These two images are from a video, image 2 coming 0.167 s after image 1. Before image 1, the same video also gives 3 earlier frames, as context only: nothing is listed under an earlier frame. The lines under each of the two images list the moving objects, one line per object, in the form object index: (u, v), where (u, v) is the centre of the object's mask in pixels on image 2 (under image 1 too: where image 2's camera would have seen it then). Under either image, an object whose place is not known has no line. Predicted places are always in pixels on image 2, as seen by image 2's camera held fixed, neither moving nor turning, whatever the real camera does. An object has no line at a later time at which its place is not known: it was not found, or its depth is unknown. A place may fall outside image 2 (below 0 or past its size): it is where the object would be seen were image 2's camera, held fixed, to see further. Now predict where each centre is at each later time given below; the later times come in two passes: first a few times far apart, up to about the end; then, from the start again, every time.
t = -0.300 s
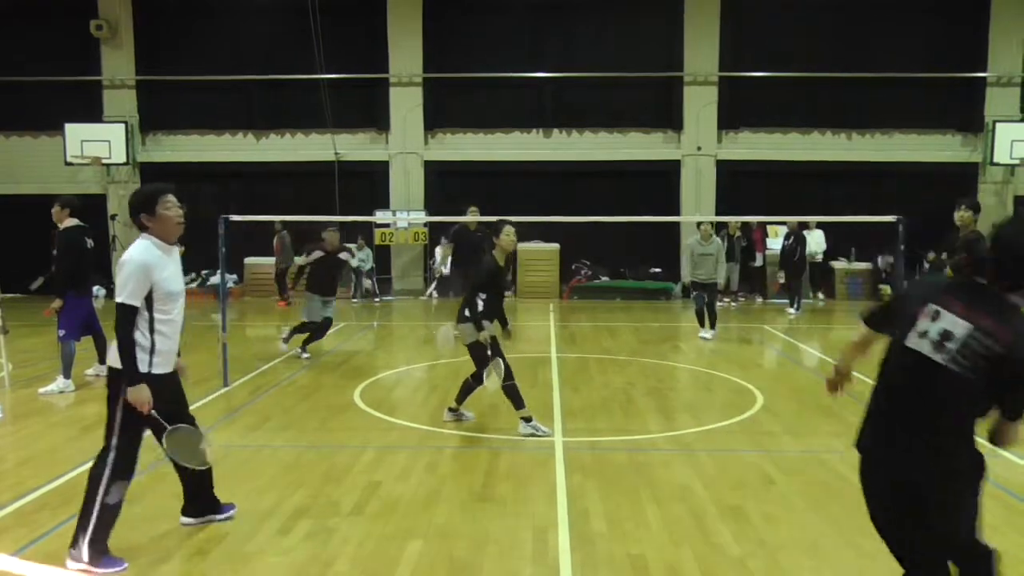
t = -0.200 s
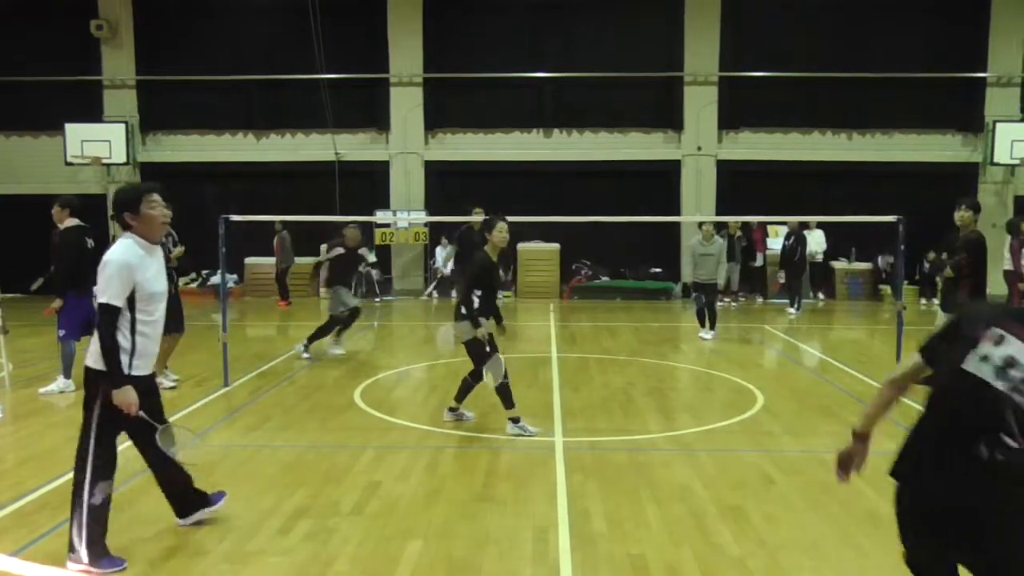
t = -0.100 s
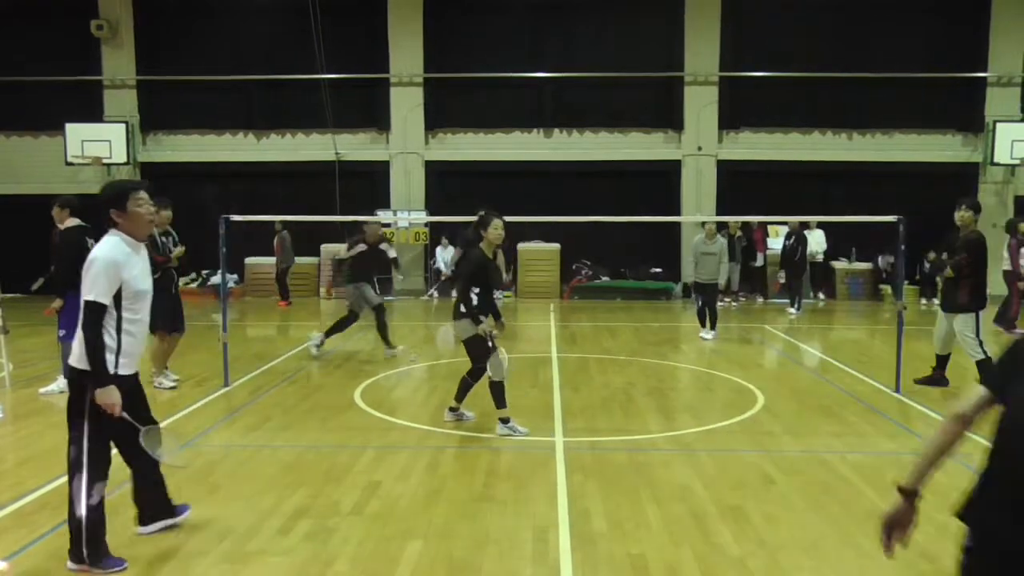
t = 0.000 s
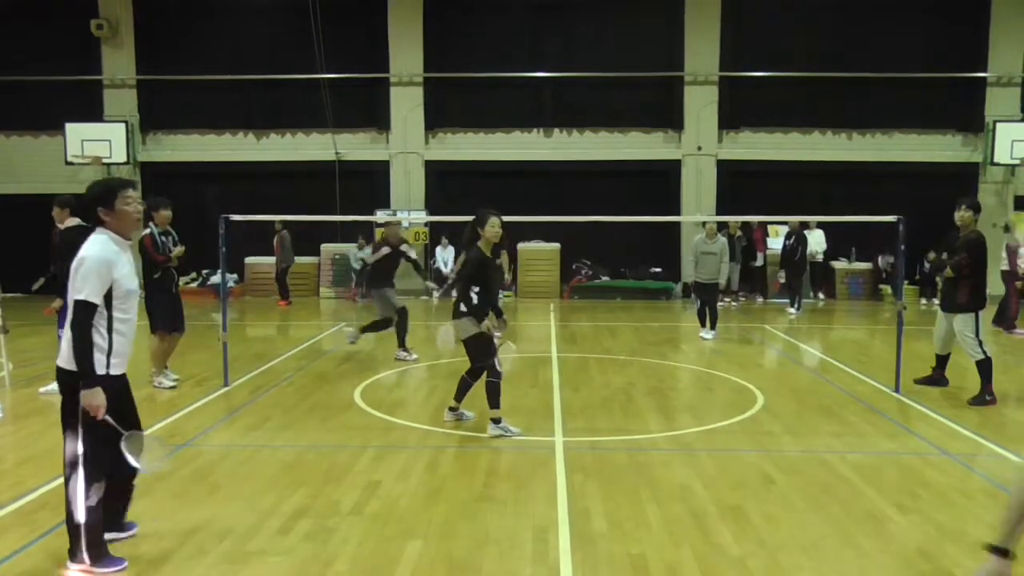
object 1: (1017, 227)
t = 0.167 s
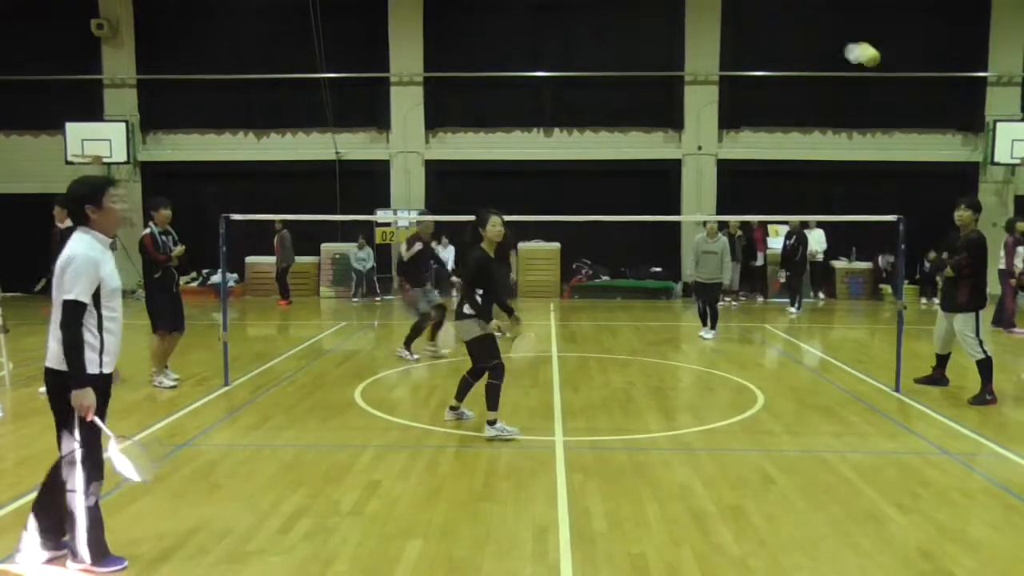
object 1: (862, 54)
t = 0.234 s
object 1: (819, 23)
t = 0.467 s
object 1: (702, 7)
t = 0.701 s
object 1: (635, 75)
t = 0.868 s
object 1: (597, 155)
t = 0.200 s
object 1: (840, 36)
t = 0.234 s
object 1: (819, 23)
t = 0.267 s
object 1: (801, 12)
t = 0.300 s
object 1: (782, 6)
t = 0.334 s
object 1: (763, 3)
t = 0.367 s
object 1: (743, 3)
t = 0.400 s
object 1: (729, 3)
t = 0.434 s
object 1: (715, 5)
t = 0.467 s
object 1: (702, 7)
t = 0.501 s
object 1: (692, 11)
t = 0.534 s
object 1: (681, 16)
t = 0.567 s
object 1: (671, 25)
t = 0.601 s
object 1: (661, 35)
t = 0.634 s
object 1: (652, 47)
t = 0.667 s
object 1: (643, 61)
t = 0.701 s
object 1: (635, 75)
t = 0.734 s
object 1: (627, 90)
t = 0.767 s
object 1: (619, 105)
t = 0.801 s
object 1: (612, 121)
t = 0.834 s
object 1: (606, 136)
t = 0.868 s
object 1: (597, 155)
